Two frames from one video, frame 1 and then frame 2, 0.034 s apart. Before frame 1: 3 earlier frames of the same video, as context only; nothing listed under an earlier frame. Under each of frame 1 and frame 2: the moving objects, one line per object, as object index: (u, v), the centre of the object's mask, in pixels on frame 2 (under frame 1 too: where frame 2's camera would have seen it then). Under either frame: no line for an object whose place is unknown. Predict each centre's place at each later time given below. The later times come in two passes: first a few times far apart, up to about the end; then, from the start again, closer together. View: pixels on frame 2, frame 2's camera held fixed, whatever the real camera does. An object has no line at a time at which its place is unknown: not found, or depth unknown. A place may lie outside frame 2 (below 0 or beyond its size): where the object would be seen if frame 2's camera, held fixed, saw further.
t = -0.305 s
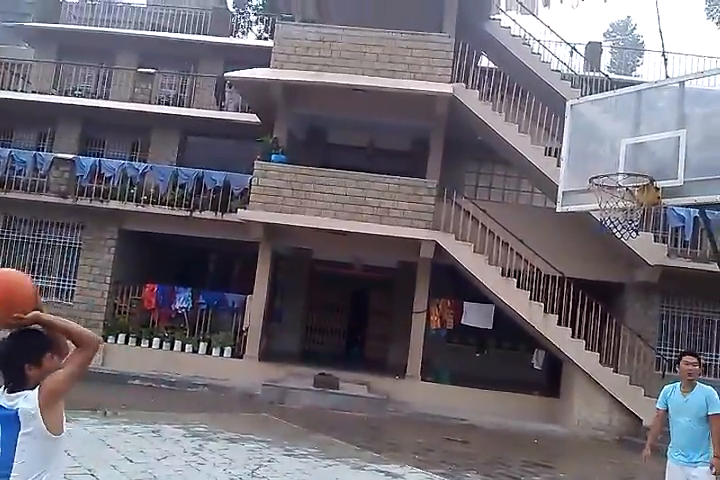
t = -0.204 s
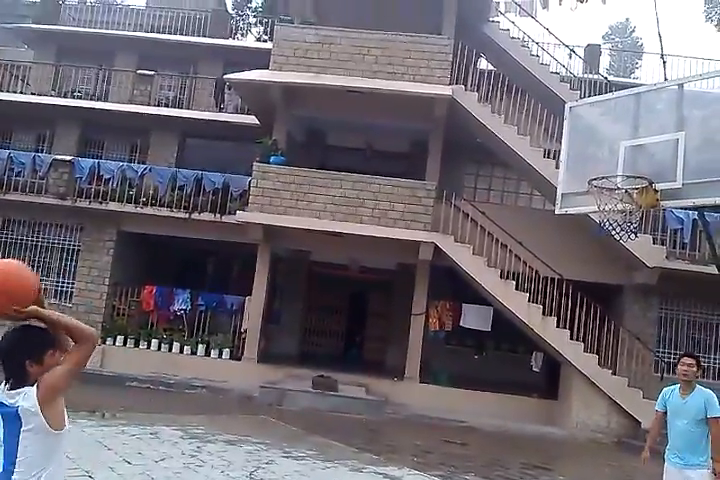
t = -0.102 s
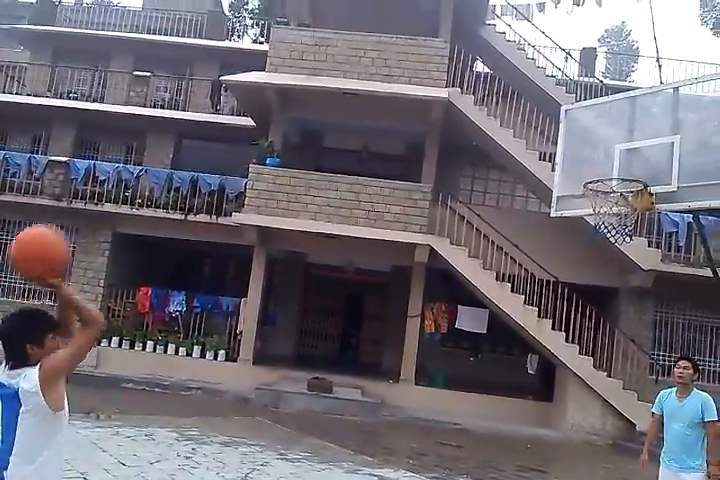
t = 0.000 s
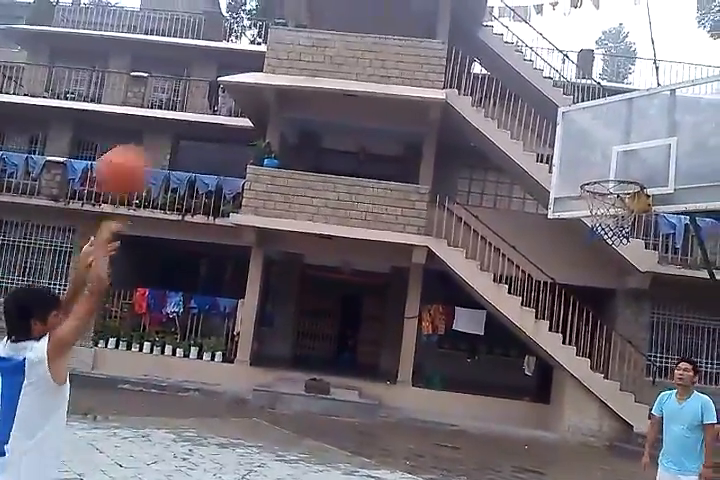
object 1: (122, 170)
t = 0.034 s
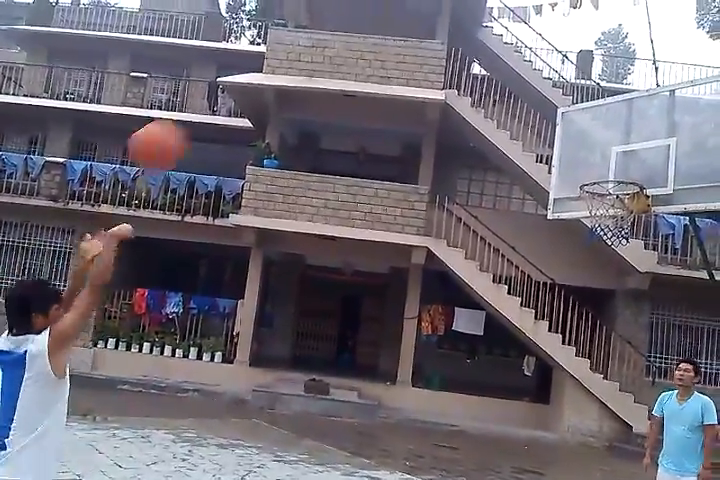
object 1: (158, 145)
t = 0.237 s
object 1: (329, 57)
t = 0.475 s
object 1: (467, 47)
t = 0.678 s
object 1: (555, 99)
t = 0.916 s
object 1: (618, 208)
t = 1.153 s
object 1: (557, 339)
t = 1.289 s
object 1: (518, 452)
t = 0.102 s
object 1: (222, 105)
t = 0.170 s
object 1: (280, 76)
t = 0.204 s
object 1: (307, 64)
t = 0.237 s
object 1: (329, 57)
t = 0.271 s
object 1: (352, 49)
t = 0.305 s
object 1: (376, 45)
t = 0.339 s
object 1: (397, 42)
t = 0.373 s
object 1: (417, 40)
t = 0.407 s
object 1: (435, 41)
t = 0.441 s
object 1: (453, 43)
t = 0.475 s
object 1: (467, 47)
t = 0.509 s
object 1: (484, 52)
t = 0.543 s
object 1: (500, 61)
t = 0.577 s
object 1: (514, 69)
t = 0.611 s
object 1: (529, 78)
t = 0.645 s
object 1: (541, 87)
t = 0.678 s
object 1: (555, 99)
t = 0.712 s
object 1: (569, 113)
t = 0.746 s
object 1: (580, 127)
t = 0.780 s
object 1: (593, 144)
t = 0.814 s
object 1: (603, 159)
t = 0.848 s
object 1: (614, 176)
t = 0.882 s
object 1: (622, 194)
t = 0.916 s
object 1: (618, 208)
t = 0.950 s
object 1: (608, 227)
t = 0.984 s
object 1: (598, 242)
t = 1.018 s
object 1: (590, 254)
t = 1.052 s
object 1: (582, 273)
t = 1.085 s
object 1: (574, 294)
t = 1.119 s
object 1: (565, 317)
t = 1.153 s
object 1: (557, 339)
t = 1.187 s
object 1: (546, 366)
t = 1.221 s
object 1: (539, 389)
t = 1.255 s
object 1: (527, 419)
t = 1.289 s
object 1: (518, 452)
